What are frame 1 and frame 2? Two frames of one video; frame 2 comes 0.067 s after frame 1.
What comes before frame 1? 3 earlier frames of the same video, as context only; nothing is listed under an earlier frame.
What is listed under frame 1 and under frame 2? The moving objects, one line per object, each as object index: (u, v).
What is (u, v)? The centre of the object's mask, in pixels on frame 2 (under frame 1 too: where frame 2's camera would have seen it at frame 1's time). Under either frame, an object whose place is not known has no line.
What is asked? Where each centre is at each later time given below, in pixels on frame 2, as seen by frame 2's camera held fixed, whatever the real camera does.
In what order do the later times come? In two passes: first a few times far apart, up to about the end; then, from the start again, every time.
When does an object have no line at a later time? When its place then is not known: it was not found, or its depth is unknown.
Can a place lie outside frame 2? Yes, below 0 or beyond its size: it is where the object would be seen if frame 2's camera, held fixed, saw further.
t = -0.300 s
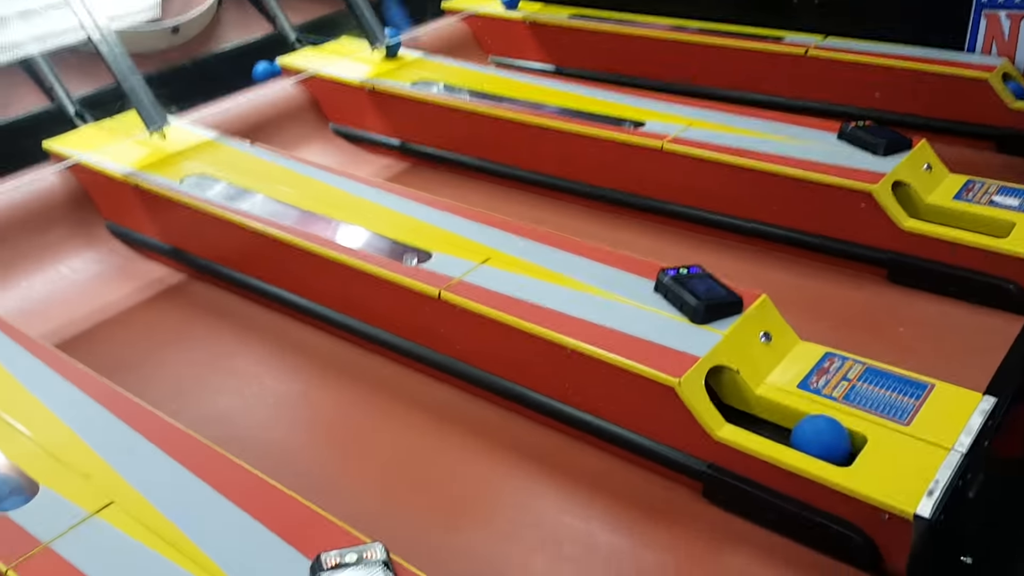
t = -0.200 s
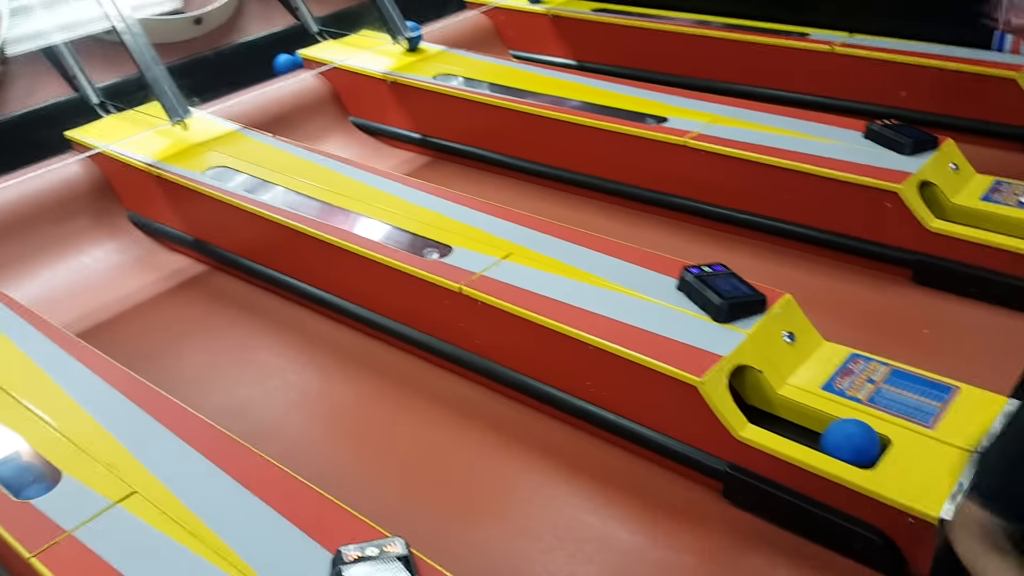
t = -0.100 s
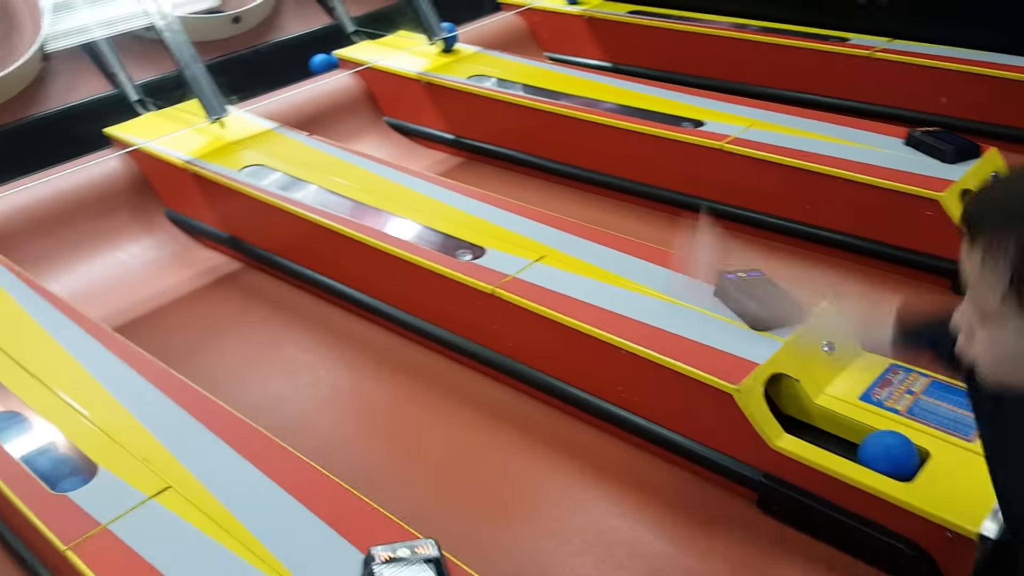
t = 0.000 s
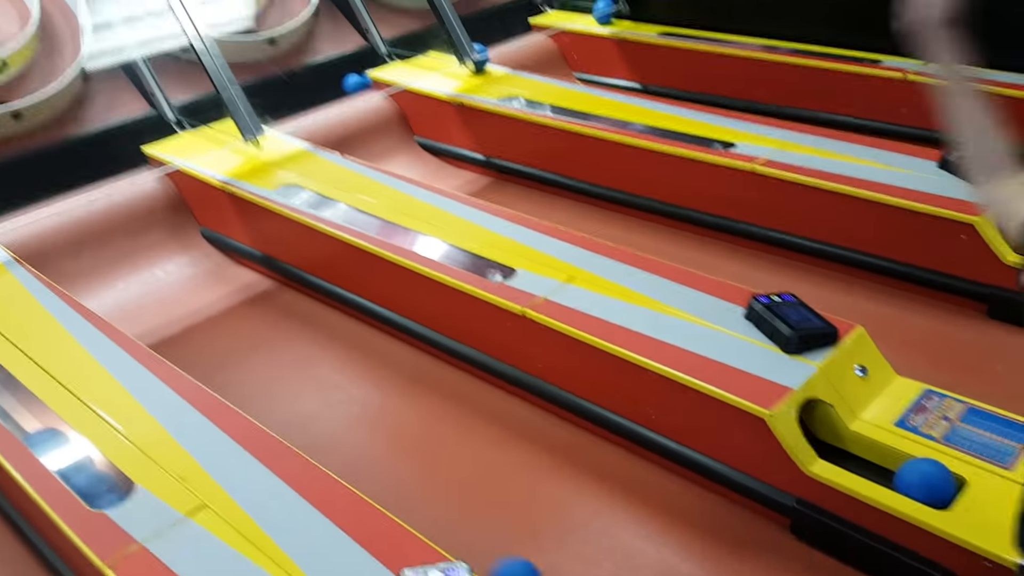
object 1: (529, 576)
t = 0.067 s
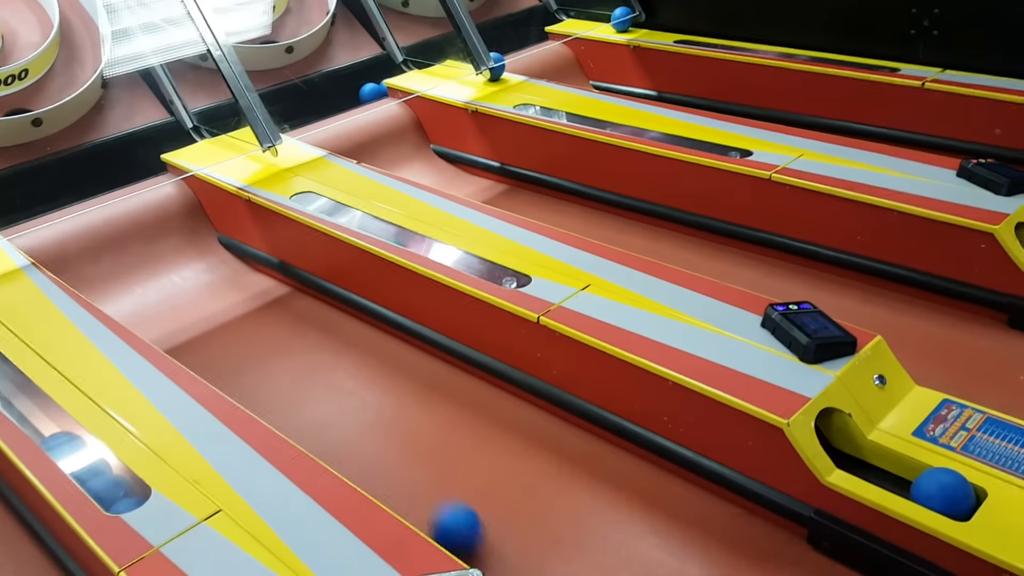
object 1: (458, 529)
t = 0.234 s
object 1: (346, 410)
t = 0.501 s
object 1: (273, 299)
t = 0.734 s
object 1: (216, 261)
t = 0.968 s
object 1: (213, 280)
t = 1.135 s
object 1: (239, 312)
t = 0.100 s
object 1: (428, 503)
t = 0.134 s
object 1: (403, 476)
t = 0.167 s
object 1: (381, 452)
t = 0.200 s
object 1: (363, 430)
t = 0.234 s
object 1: (346, 410)
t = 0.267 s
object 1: (332, 392)
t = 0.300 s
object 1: (319, 374)
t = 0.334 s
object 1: (308, 358)
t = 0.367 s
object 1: (299, 344)
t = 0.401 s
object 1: (291, 331)
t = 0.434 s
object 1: (284, 319)
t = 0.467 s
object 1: (278, 308)
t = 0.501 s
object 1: (273, 299)
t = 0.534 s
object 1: (269, 288)
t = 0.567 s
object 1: (266, 279)
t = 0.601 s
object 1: (255, 275)
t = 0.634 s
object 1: (244, 271)
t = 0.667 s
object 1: (234, 268)
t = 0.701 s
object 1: (224, 264)
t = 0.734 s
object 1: (216, 261)
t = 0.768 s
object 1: (209, 258)
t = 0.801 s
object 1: (205, 258)
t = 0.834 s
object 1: (203, 260)
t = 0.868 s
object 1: (203, 263)
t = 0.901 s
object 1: (205, 268)
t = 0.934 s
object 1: (208, 274)
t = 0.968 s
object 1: (213, 280)
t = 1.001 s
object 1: (218, 285)
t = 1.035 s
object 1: (223, 291)
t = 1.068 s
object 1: (228, 297)
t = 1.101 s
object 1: (233, 305)
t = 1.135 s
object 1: (239, 312)
